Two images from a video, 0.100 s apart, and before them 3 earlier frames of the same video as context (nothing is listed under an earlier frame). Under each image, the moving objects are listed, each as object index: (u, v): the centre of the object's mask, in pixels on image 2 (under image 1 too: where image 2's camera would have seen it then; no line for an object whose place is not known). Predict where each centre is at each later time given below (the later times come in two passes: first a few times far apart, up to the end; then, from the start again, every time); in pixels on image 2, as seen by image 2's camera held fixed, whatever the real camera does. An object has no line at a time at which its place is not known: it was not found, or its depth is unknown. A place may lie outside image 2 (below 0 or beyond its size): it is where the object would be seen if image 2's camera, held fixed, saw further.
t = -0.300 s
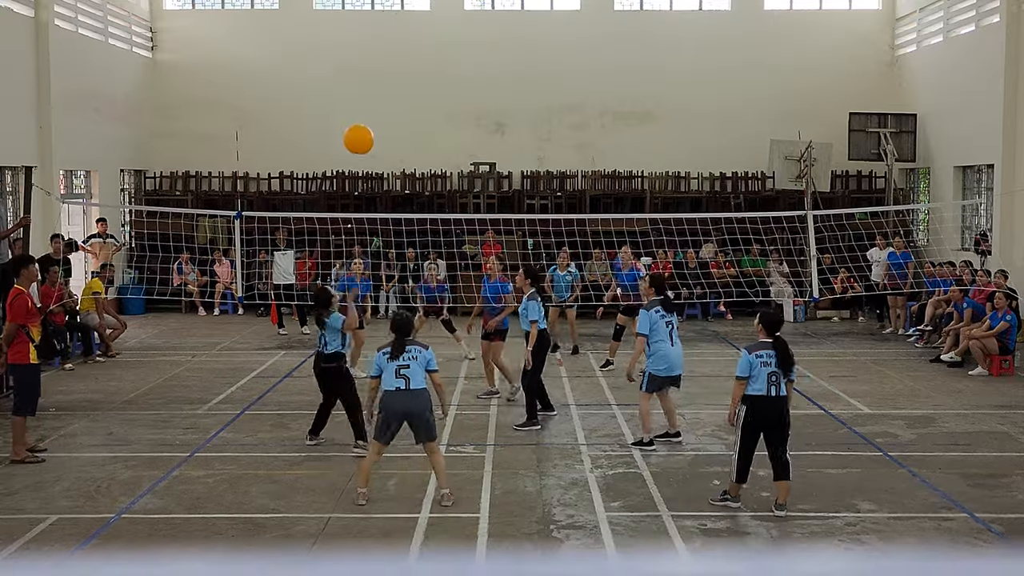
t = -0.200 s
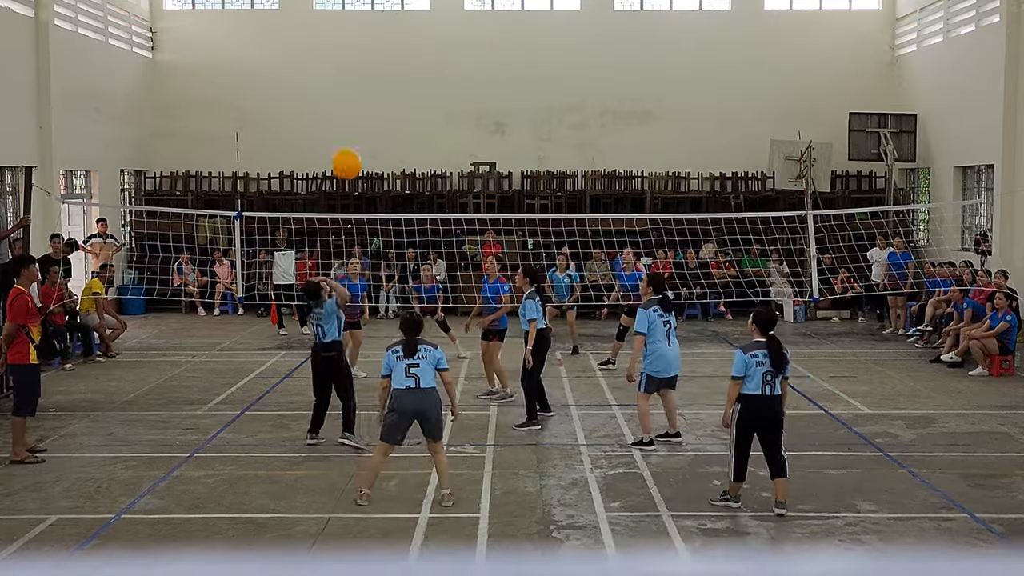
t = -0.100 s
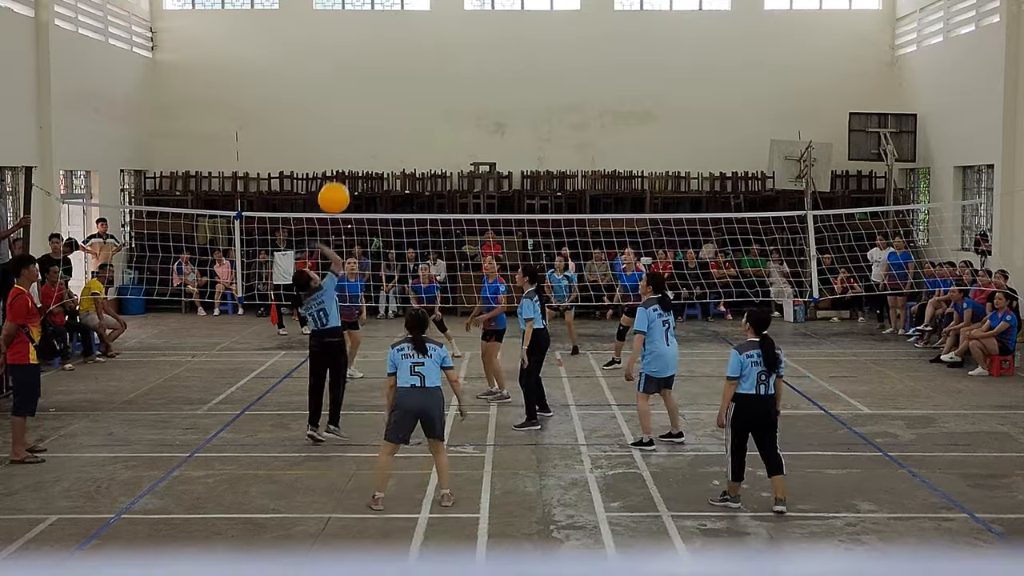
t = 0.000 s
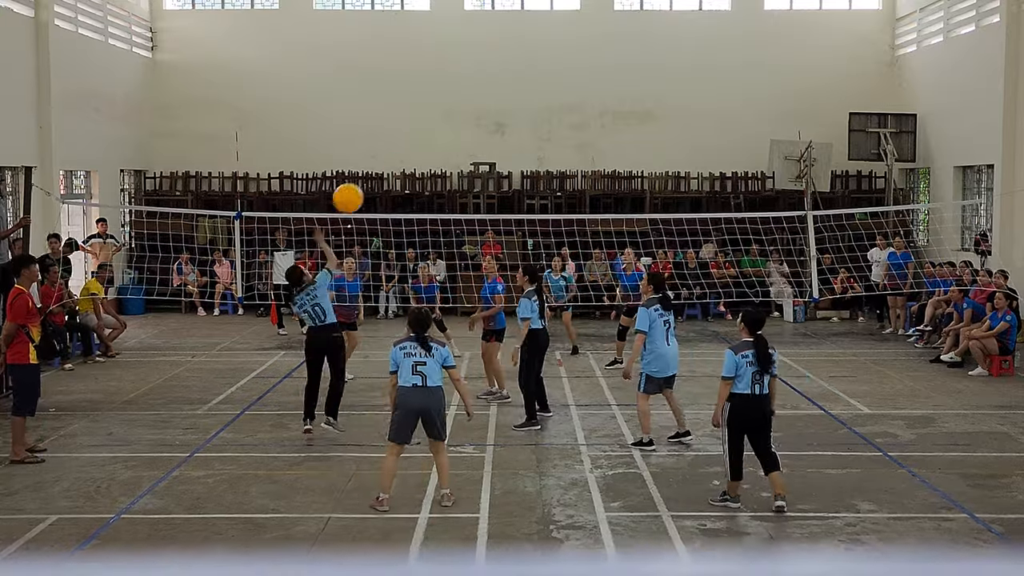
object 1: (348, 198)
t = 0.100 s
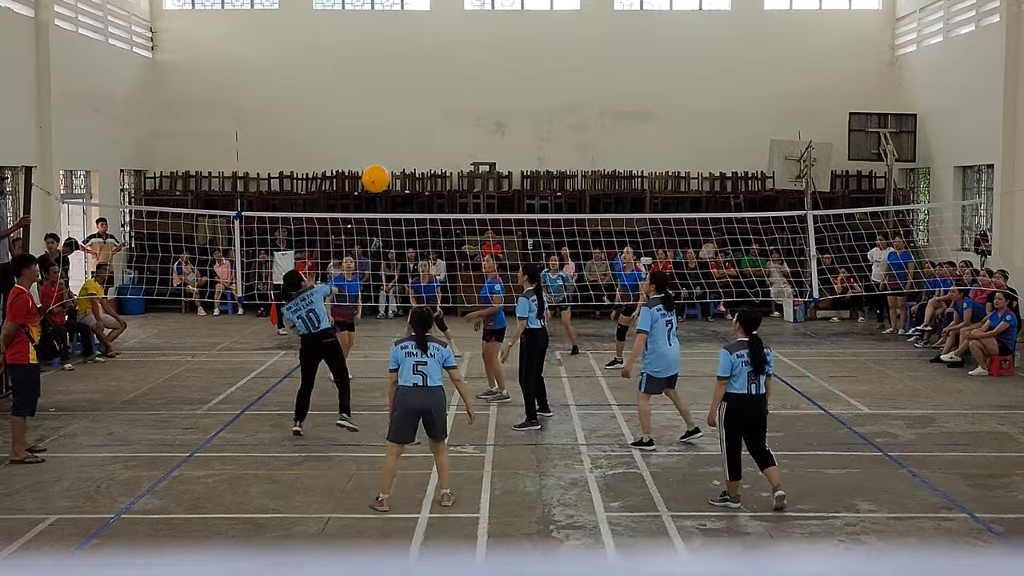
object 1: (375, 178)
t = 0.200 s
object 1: (397, 169)
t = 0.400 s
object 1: (430, 174)
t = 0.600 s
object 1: (459, 205)
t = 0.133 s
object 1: (383, 174)
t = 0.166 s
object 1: (390, 171)
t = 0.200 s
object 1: (397, 169)
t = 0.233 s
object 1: (402, 168)
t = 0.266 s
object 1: (408, 167)
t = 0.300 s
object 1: (414, 168)
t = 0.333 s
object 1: (420, 169)
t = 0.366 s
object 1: (425, 171)
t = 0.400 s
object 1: (430, 174)
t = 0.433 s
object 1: (435, 178)
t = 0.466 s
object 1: (441, 182)
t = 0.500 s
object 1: (446, 186)
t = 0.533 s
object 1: (450, 192)
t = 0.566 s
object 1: (455, 199)
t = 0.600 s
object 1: (459, 205)
